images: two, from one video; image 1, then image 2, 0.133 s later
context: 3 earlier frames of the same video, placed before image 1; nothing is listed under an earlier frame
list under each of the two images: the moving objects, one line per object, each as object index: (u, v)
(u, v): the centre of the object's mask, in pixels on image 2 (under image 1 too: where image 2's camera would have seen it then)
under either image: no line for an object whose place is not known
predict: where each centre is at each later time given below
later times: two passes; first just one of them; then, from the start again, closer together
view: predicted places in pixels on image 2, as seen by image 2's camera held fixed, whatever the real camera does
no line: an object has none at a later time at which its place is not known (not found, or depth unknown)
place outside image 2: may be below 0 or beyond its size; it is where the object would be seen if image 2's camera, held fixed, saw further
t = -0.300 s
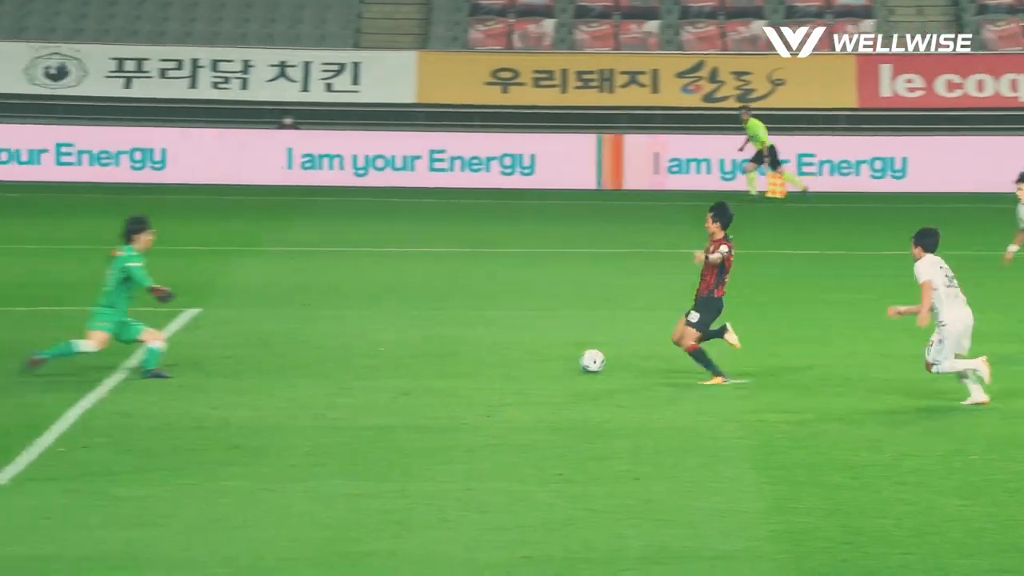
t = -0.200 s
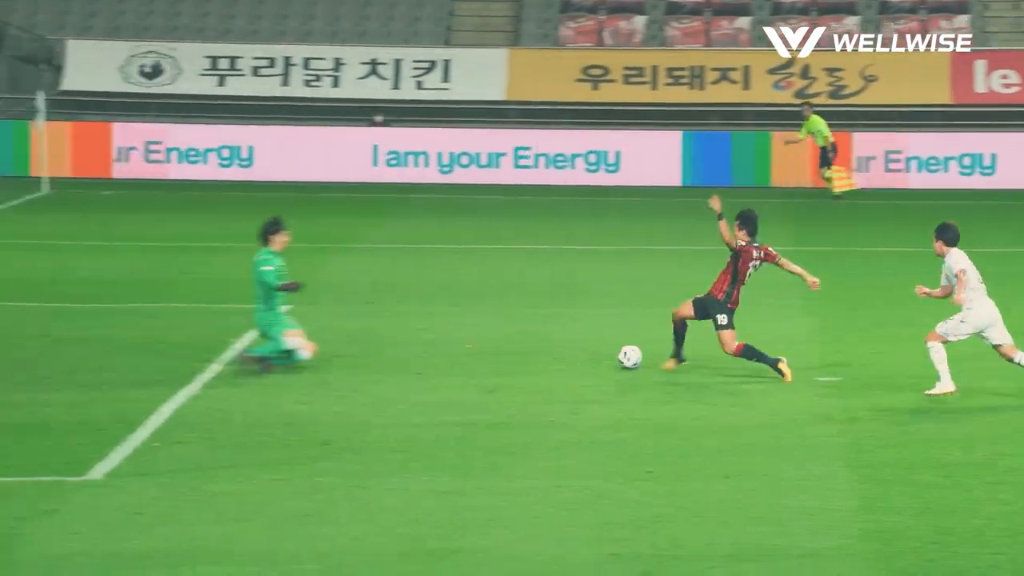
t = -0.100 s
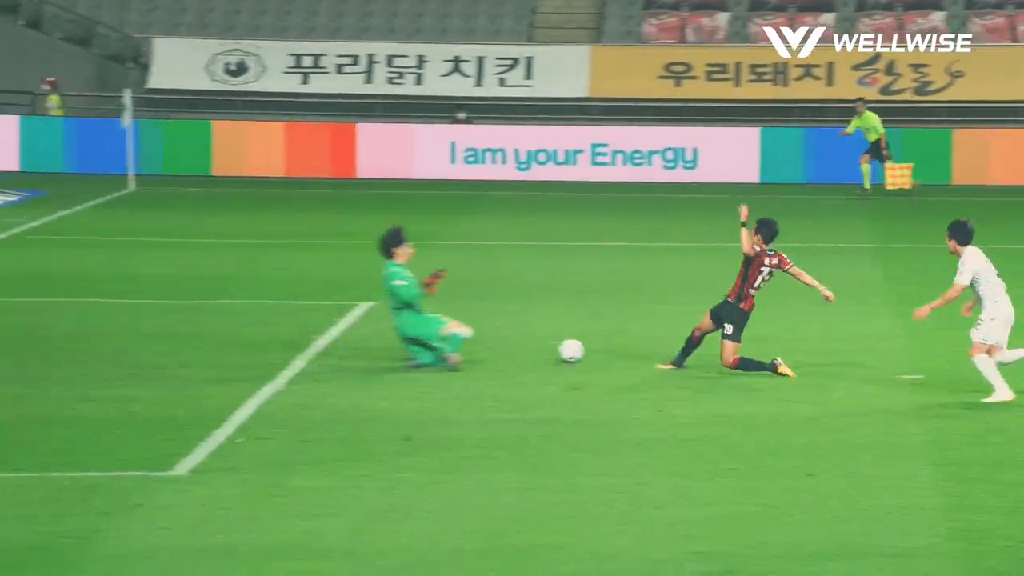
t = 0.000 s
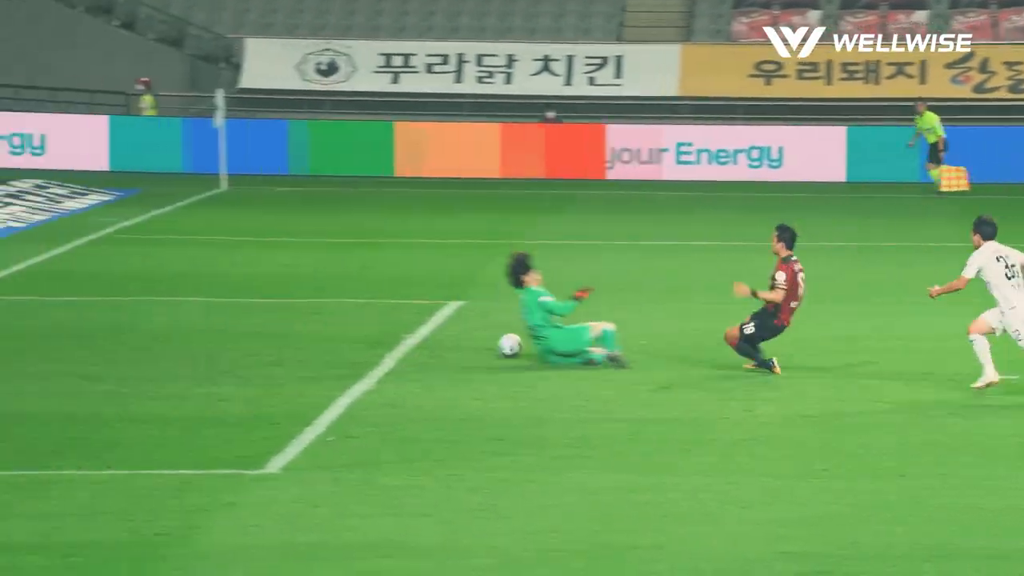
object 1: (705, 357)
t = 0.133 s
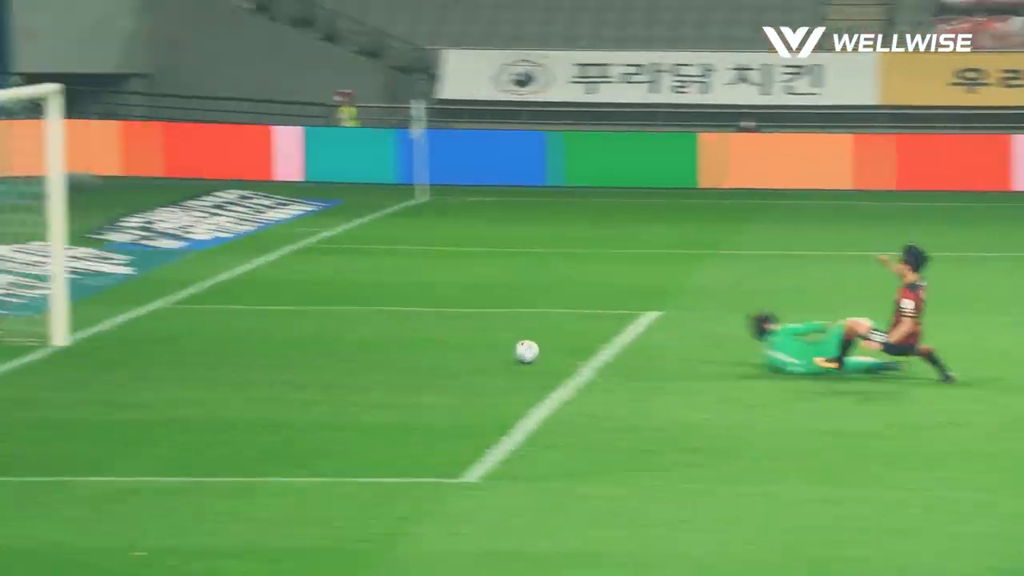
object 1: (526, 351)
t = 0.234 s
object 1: (408, 349)
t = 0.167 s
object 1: (487, 350)
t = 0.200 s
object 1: (447, 350)
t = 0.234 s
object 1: (408, 349)
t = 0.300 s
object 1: (334, 346)
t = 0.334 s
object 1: (298, 346)
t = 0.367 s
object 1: (262, 347)
